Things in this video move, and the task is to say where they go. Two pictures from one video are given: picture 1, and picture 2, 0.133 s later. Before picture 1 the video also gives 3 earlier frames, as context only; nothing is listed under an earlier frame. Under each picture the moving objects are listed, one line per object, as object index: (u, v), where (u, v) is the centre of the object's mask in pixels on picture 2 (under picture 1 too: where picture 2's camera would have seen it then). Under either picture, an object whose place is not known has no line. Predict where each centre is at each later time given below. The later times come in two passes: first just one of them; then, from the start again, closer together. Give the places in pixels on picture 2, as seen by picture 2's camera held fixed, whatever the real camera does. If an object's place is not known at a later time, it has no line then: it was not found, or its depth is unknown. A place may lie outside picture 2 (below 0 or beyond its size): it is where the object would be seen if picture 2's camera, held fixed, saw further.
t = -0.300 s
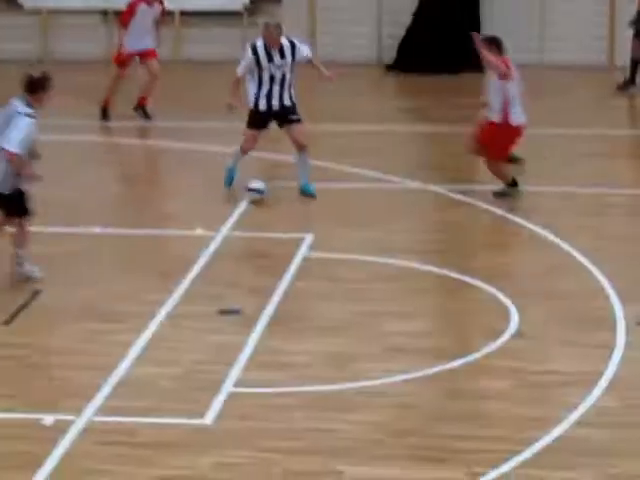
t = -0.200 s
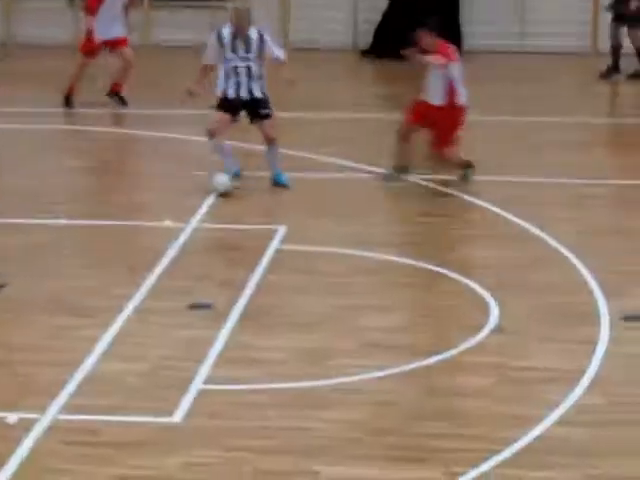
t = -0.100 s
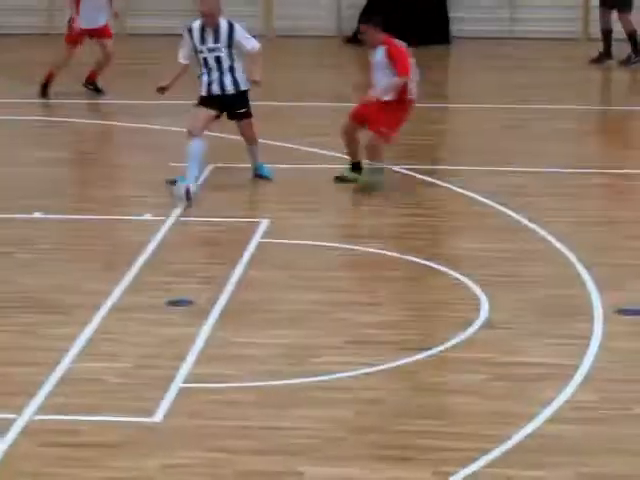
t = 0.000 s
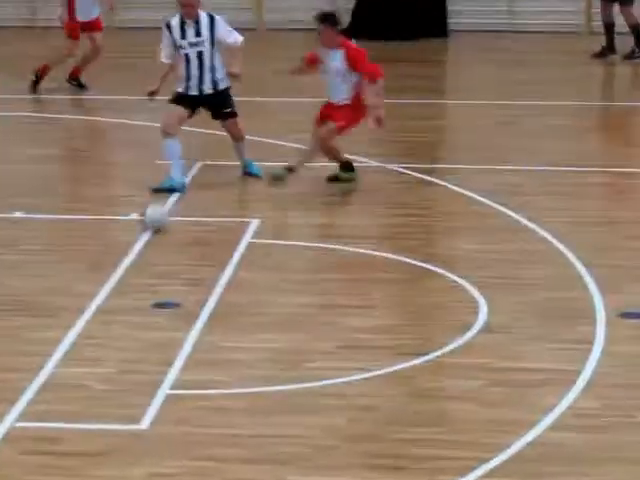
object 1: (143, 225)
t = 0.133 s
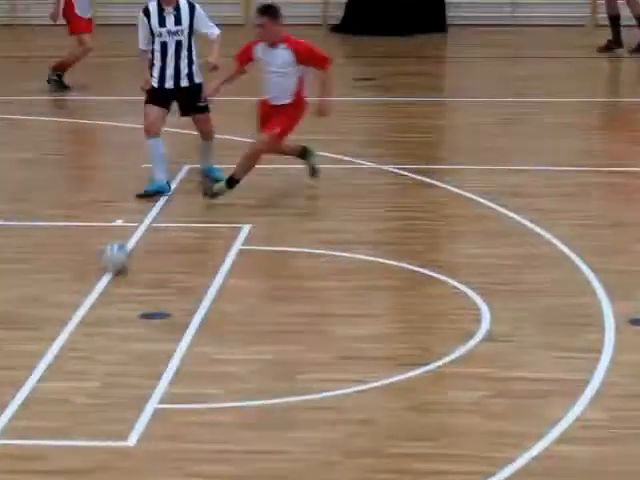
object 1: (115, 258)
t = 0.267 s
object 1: (90, 291)
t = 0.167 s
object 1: (108, 266)
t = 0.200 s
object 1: (102, 274)
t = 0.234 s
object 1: (97, 281)
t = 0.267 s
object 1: (90, 291)
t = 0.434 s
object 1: (63, 334)
